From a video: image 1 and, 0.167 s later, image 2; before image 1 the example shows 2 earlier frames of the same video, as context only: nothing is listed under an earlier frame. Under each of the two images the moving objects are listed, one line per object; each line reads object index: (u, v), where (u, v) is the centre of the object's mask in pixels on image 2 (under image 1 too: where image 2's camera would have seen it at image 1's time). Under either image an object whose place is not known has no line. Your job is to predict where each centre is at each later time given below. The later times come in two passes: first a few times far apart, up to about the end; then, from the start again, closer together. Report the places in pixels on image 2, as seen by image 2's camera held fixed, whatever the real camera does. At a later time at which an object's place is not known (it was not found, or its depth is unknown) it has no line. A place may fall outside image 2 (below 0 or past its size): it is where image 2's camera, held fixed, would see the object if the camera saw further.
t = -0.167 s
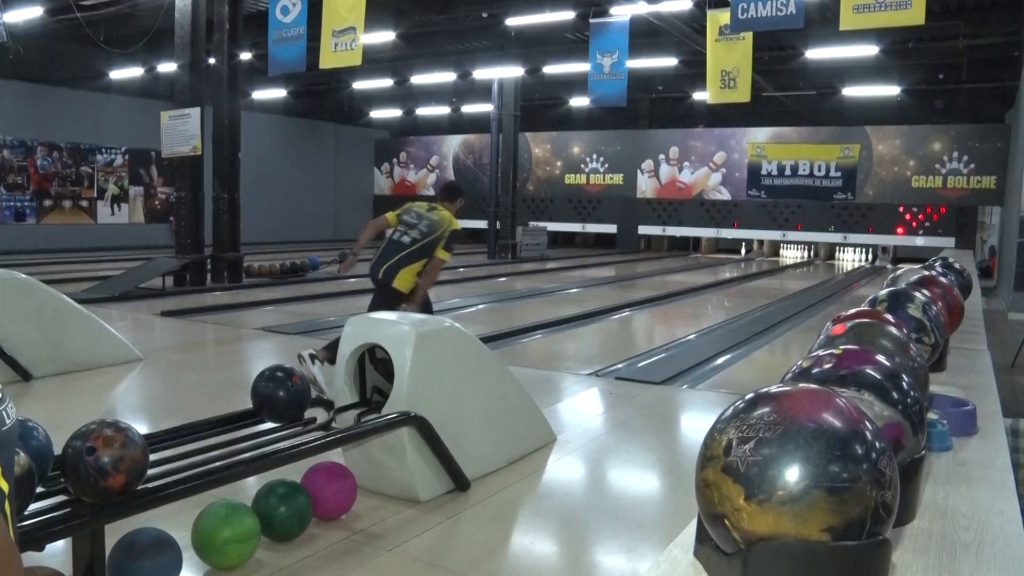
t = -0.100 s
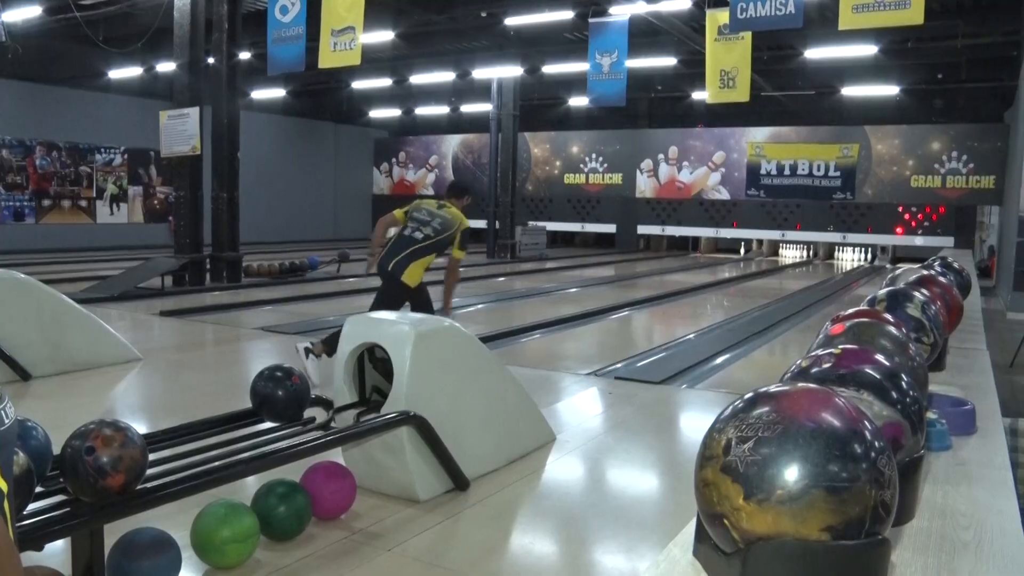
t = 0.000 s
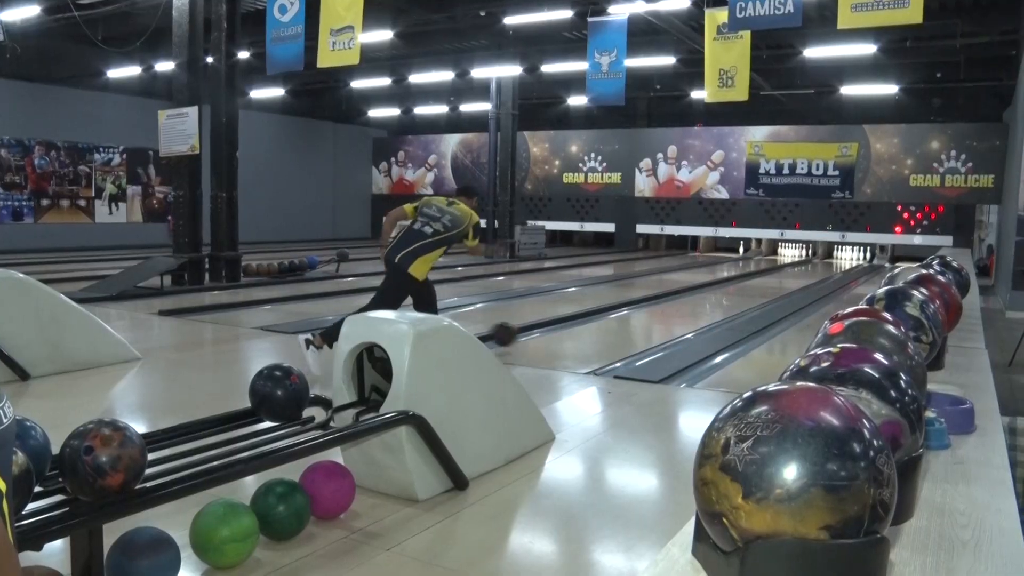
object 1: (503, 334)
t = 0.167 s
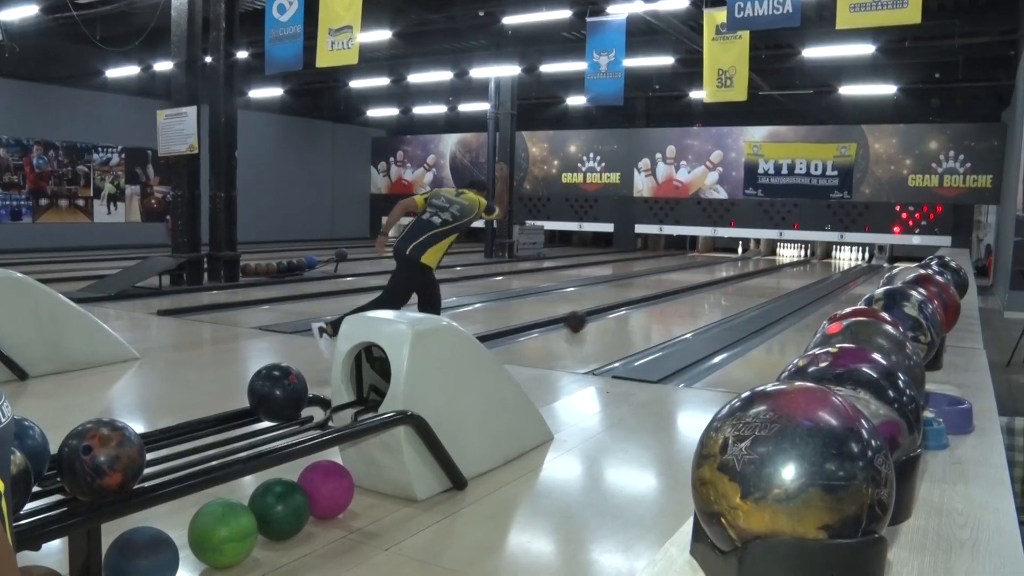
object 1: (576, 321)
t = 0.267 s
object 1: (609, 312)
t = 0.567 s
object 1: (681, 294)
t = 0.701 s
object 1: (703, 287)
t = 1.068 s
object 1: (750, 274)
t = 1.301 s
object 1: (770, 269)
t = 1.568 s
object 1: (784, 266)
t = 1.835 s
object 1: (804, 262)
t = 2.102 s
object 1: (816, 259)
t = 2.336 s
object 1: (823, 257)
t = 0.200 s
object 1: (588, 318)
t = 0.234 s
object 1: (599, 315)
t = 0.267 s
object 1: (609, 312)
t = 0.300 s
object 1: (619, 310)
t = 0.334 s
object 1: (628, 307)
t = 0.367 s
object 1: (637, 305)
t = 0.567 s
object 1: (681, 294)
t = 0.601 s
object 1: (687, 292)
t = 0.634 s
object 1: (692, 291)
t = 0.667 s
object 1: (698, 289)
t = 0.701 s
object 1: (703, 287)
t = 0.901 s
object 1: (731, 280)
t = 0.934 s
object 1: (735, 279)
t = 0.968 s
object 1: (739, 278)
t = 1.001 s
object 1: (743, 276)
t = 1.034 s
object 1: (746, 276)
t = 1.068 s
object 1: (750, 274)
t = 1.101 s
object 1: (753, 274)
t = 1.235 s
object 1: (765, 270)
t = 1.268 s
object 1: (768, 269)
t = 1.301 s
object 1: (770, 269)
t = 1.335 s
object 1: (774, 268)
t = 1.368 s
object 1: (776, 268)
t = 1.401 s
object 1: (777, 267)
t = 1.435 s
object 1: (779, 267)
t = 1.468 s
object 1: (781, 267)
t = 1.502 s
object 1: (783, 266)
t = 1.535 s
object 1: (784, 266)
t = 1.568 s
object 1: (784, 266)
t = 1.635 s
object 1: (791, 265)
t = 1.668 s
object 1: (793, 264)
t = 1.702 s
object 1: (796, 263)
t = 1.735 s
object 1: (797, 263)
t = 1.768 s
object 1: (800, 262)
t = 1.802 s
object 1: (802, 262)
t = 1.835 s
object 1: (804, 262)
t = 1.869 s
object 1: (804, 261)
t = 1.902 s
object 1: (805, 261)
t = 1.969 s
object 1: (809, 261)
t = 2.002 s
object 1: (810, 260)
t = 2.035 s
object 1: (813, 260)
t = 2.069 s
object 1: (815, 259)
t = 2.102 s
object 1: (816, 259)
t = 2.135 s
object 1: (816, 259)
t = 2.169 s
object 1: (816, 259)
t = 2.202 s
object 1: (817, 259)
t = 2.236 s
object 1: (817, 259)
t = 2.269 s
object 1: (819, 258)
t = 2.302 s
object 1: (819, 258)
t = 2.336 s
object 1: (823, 257)
